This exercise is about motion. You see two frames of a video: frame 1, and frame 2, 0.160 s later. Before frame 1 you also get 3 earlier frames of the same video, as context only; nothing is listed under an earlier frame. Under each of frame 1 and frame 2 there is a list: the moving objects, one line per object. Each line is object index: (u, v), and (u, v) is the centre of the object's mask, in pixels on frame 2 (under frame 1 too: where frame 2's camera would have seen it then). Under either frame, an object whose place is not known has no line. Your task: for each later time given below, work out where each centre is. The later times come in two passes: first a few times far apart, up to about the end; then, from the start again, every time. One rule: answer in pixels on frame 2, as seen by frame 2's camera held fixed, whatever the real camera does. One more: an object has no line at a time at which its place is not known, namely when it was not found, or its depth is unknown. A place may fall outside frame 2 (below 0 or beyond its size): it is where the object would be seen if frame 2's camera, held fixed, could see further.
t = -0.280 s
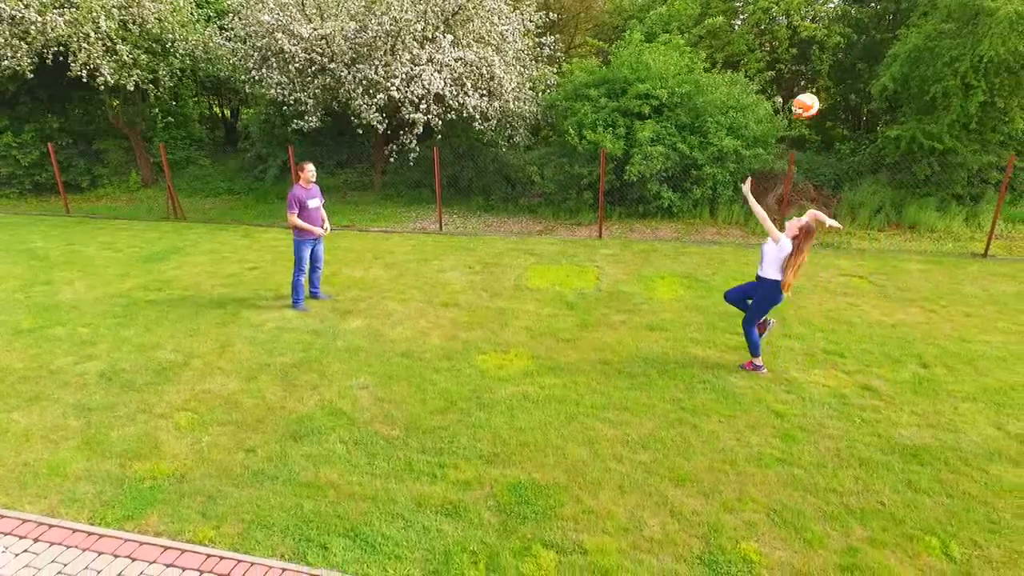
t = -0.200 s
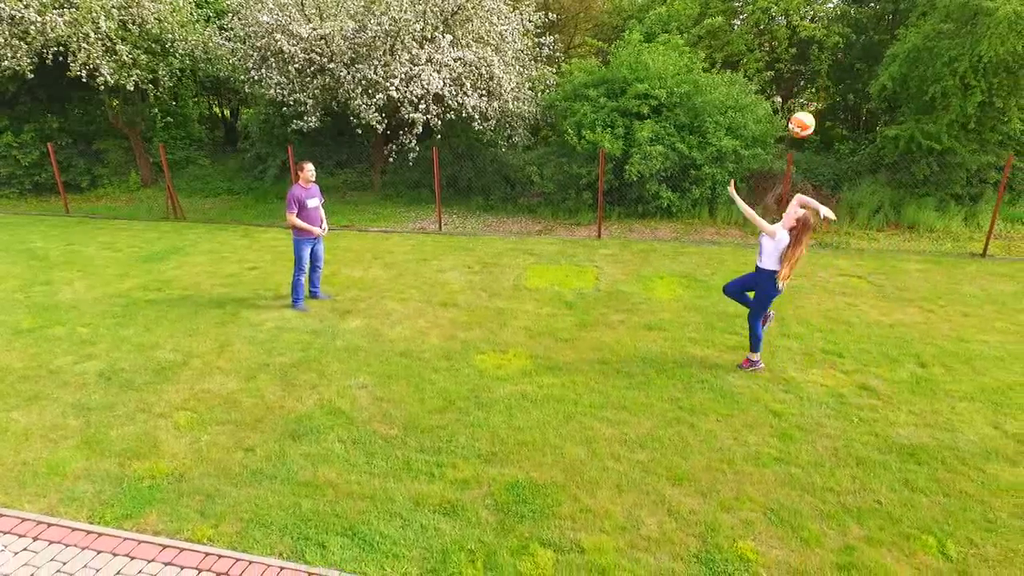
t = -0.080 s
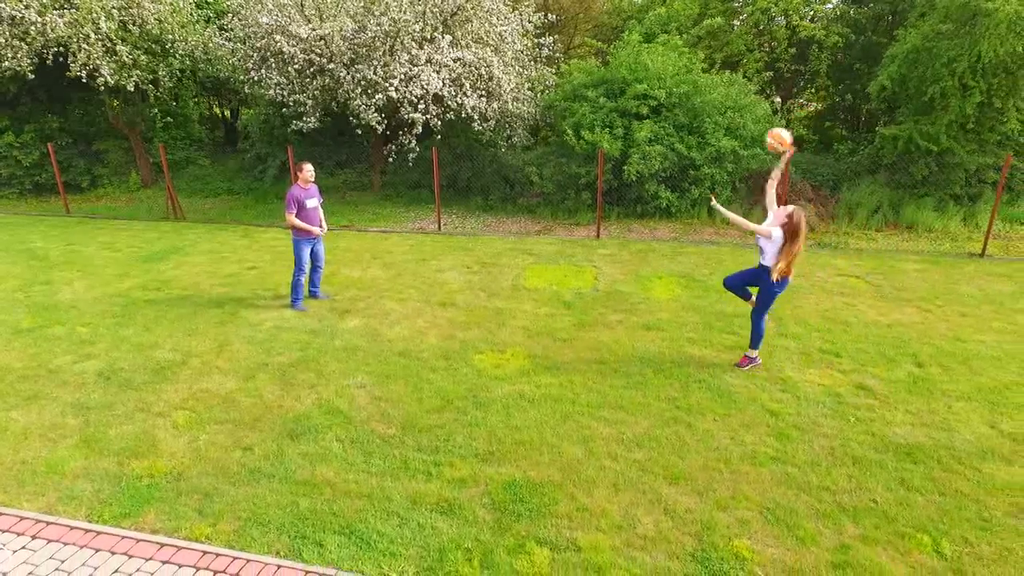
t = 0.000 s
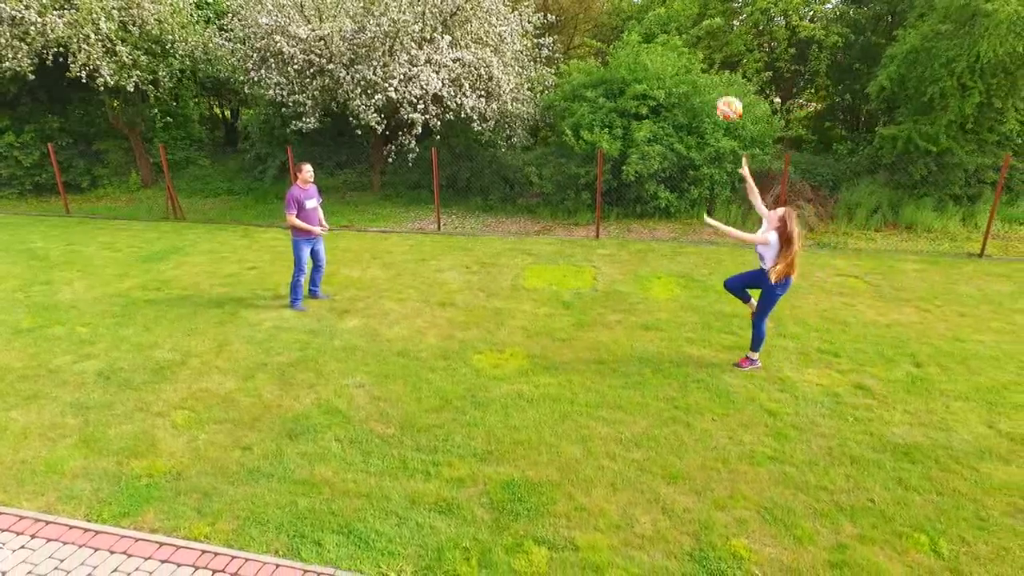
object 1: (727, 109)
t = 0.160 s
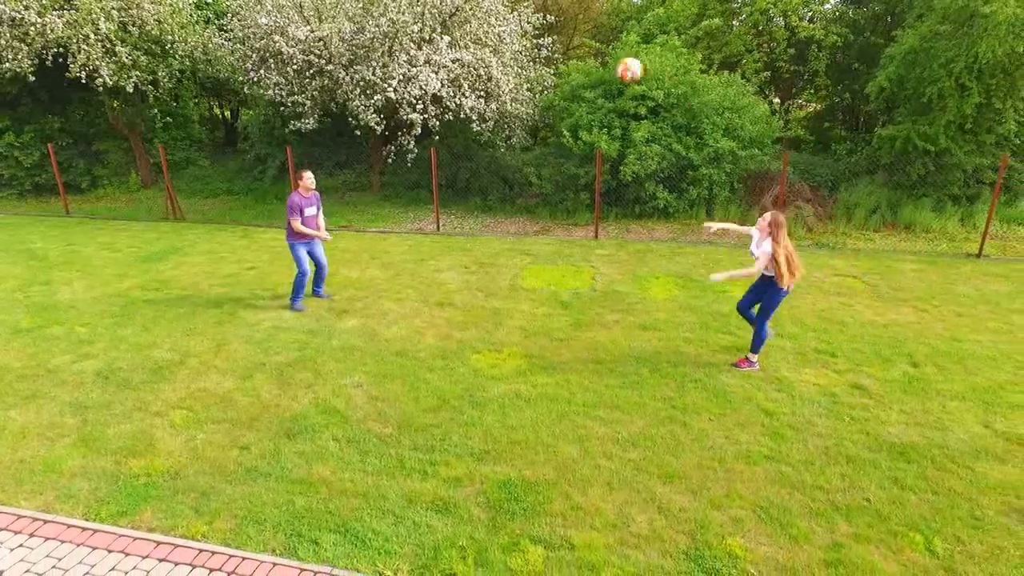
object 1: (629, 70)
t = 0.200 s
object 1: (605, 64)
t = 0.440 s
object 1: (471, 71)
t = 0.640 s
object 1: (371, 122)
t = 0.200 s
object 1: (605, 64)
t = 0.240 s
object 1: (582, 61)
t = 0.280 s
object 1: (558, 59)
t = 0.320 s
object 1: (536, 59)
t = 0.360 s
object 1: (513, 61)
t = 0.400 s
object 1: (491, 65)
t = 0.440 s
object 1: (471, 71)
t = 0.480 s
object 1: (449, 78)
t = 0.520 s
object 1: (430, 86)
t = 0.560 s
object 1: (409, 96)
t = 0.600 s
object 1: (389, 108)
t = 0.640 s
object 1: (371, 122)
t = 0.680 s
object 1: (354, 134)
